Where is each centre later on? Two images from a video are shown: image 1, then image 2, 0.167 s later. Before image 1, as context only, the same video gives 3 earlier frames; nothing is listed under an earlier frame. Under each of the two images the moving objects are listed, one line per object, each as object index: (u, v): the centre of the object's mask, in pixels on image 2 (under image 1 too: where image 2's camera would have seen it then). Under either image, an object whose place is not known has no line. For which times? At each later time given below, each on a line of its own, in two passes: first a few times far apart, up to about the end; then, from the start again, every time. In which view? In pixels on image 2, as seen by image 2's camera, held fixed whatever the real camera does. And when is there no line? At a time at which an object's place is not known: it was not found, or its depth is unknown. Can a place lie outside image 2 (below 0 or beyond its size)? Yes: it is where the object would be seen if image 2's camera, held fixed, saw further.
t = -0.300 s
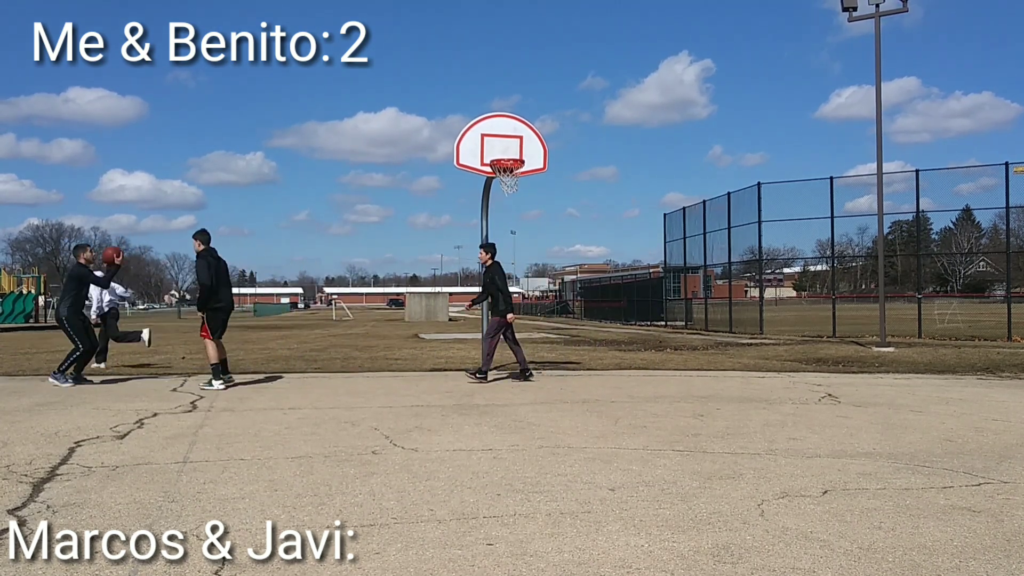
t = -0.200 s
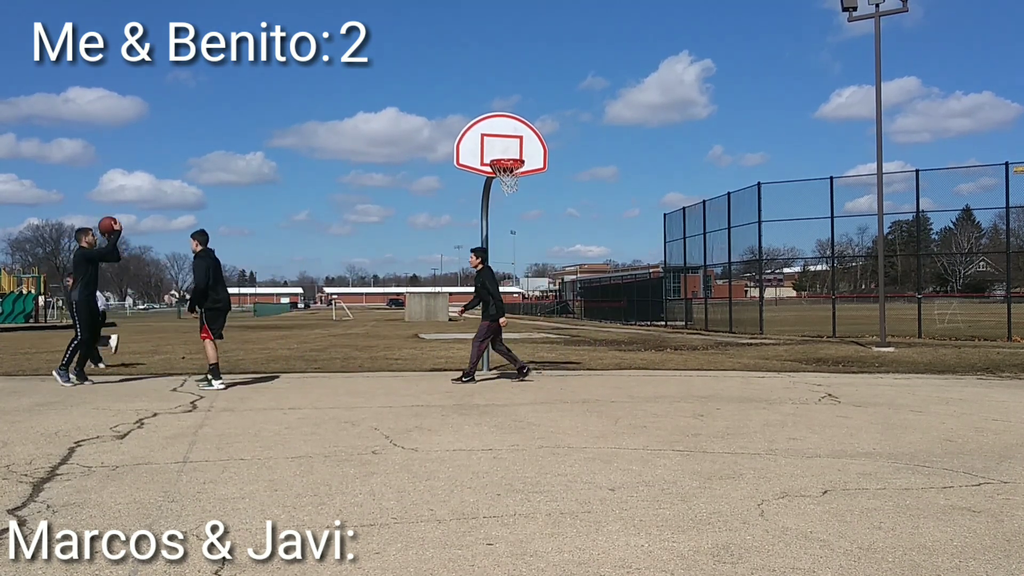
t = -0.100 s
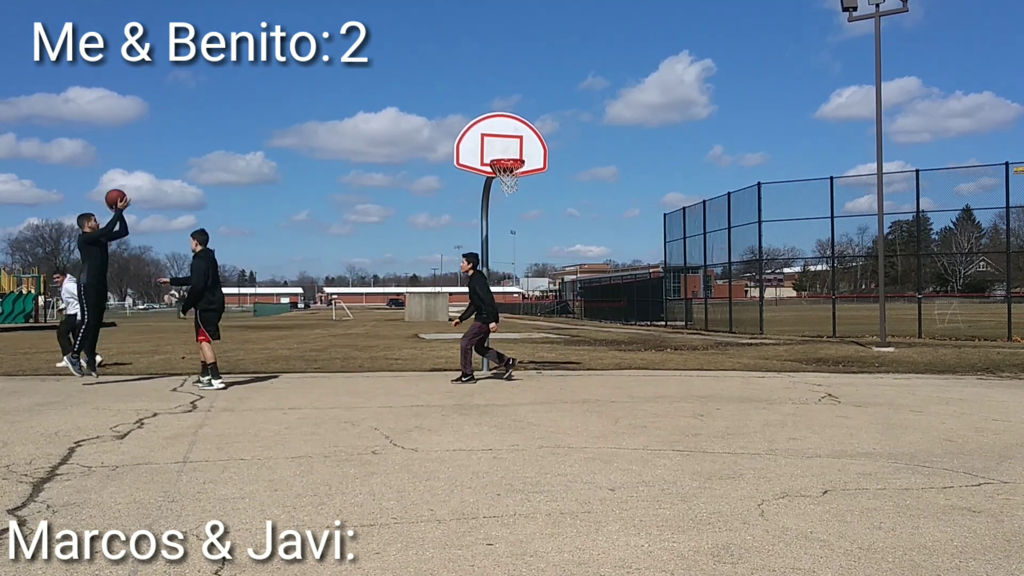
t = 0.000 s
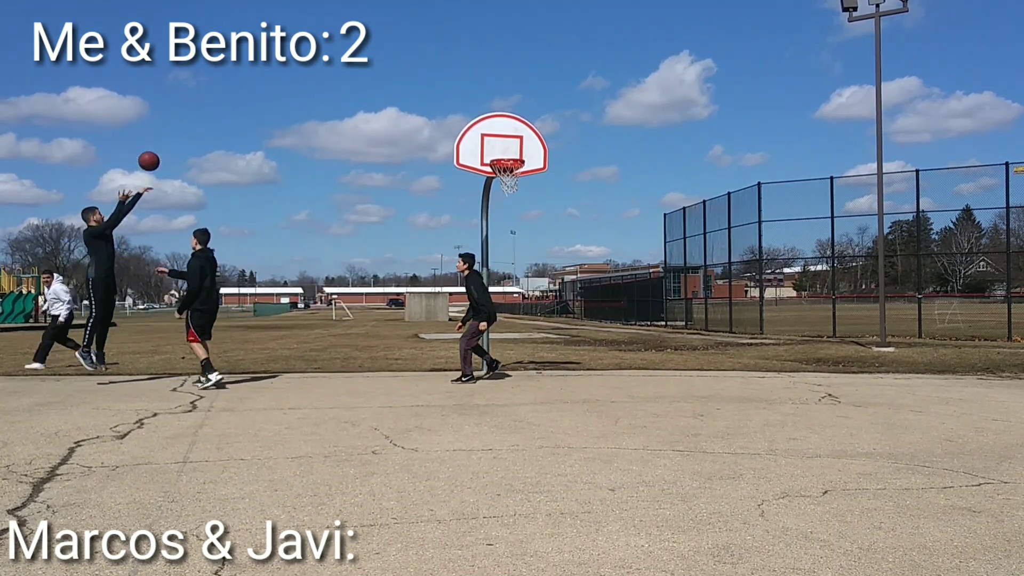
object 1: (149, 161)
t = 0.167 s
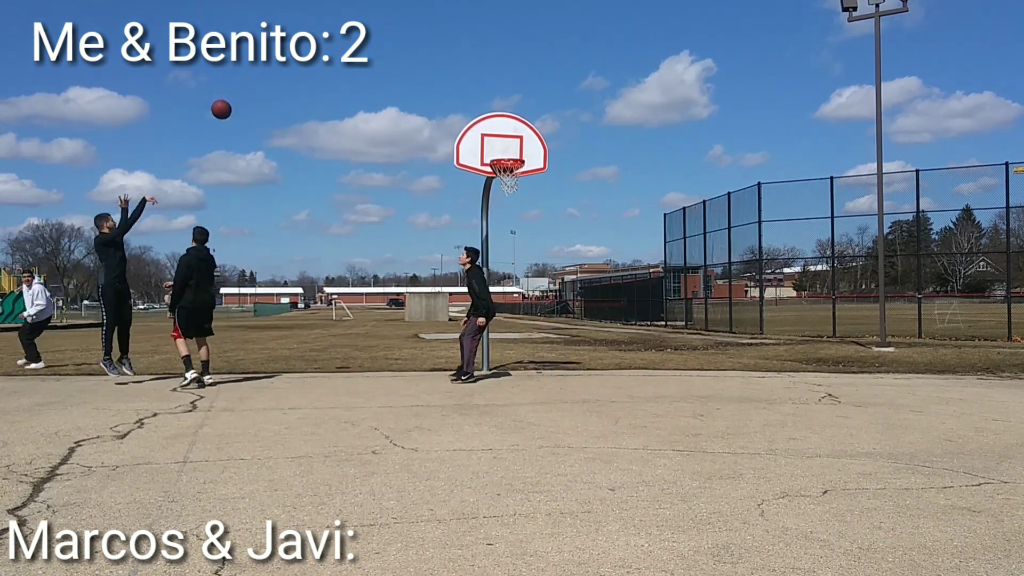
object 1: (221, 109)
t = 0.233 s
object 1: (250, 95)
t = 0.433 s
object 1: (332, 76)
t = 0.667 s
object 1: (425, 92)
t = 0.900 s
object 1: (514, 148)
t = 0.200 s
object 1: (236, 102)
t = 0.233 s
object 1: (250, 95)
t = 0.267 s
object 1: (263, 90)
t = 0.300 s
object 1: (278, 85)
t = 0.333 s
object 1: (291, 82)
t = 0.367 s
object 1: (305, 79)
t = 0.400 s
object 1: (319, 77)
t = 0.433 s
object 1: (332, 76)
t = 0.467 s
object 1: (346, 76)
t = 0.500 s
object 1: (359, 76)
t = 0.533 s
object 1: (372, 78)
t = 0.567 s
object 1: (386, 80)
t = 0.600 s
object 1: (399, 83)
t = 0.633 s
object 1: (412, 87)
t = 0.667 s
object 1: (425, 92)
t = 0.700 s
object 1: (438, 98)
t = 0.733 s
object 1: (451, 104)
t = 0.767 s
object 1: (463, 111)
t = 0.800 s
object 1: (476, 119)
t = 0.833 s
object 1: (489, 128)
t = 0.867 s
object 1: (501, 138)
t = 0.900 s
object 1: (514, 148)
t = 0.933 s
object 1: (526, 159)
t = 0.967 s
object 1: (538, 172)
